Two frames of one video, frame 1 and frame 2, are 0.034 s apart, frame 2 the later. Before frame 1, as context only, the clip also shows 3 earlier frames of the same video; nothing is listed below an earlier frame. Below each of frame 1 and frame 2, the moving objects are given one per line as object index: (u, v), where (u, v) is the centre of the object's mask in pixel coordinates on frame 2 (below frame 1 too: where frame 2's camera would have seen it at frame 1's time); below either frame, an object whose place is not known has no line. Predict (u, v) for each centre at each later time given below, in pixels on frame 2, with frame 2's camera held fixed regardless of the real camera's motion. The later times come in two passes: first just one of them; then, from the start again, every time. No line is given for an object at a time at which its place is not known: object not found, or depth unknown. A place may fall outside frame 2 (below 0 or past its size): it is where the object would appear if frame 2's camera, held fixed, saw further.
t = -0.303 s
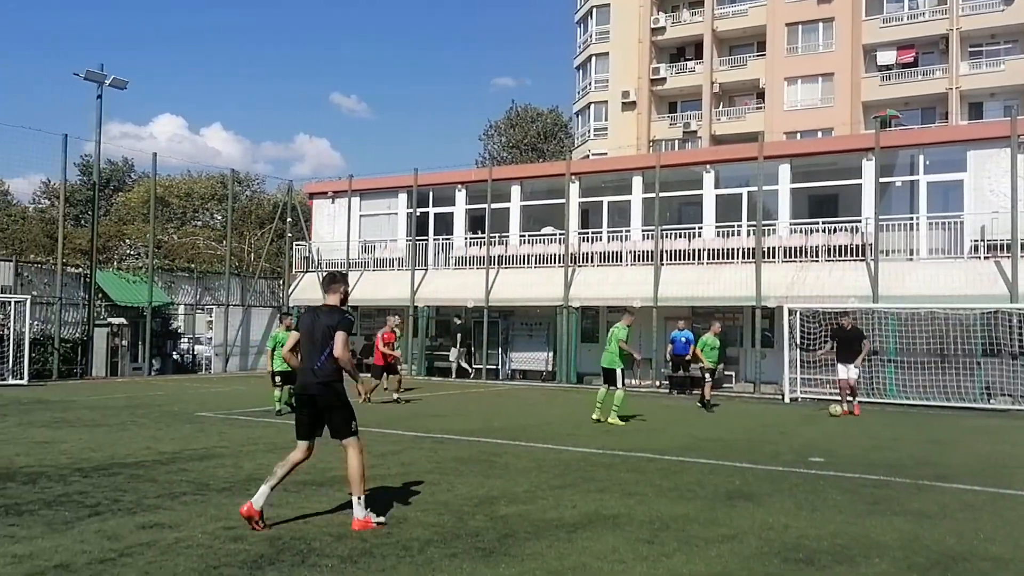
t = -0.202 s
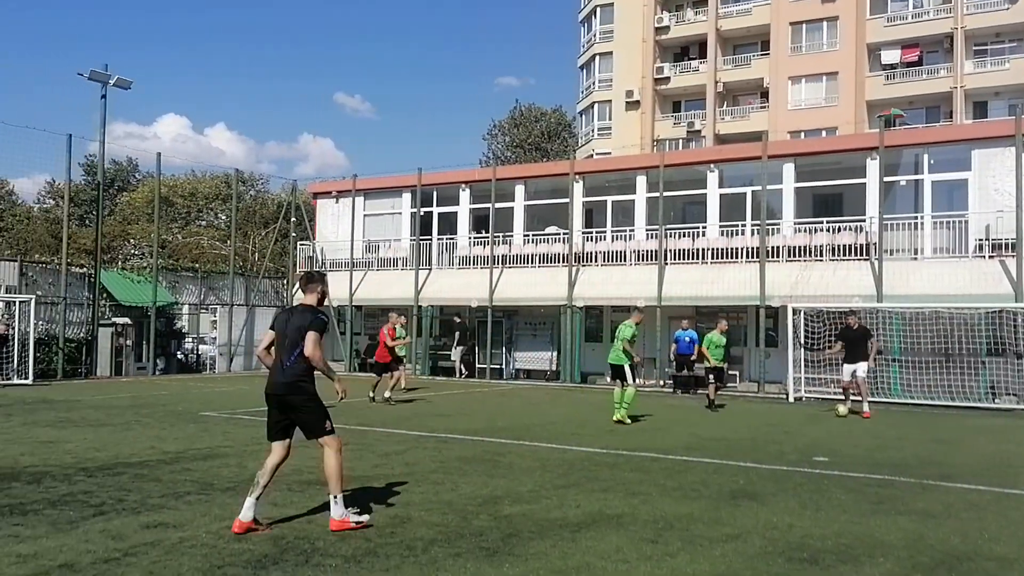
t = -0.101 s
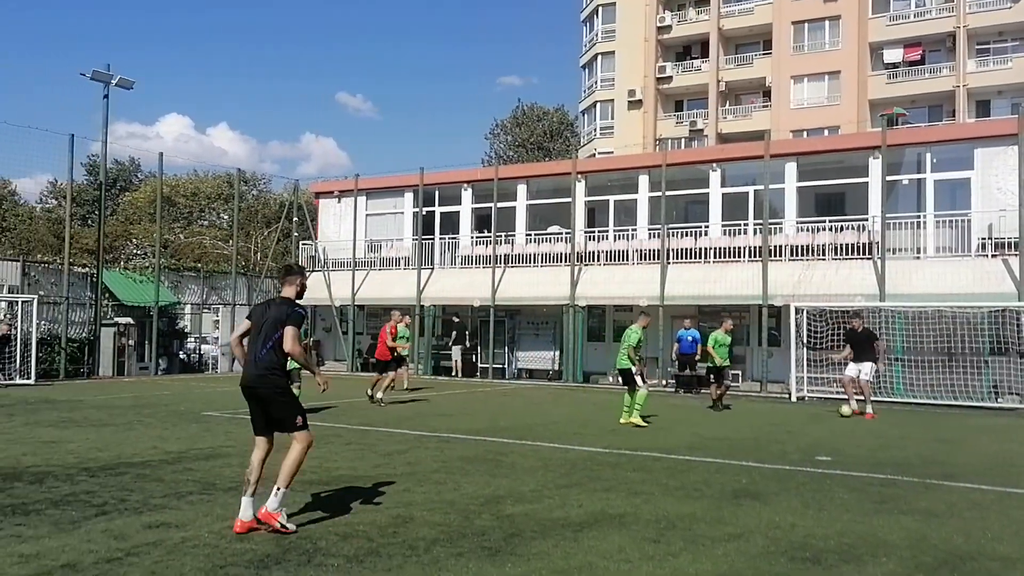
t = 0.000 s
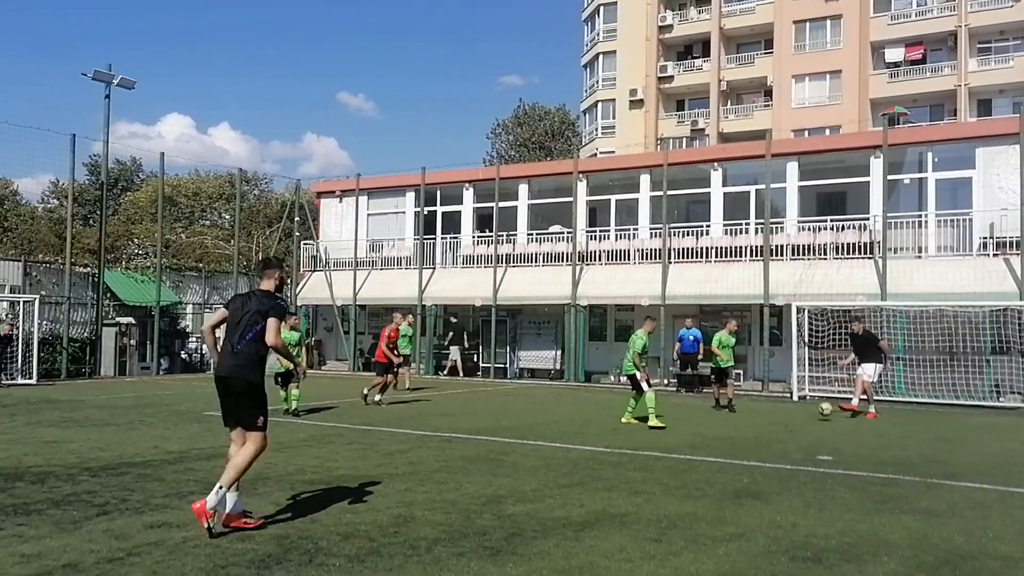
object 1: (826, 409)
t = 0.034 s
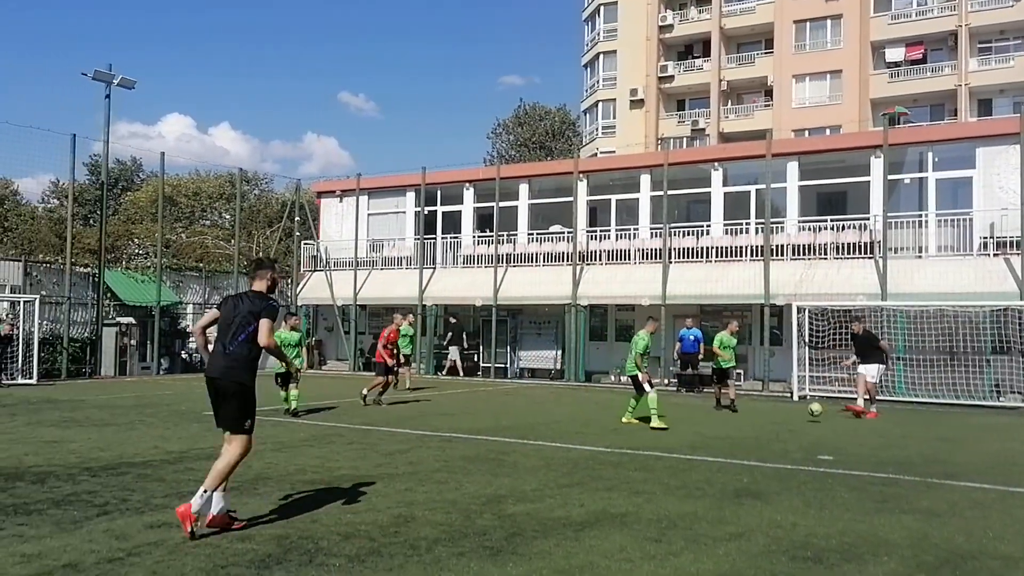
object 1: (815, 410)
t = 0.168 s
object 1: (767, 421)
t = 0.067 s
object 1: (804, 411)
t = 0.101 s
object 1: (792, 413)
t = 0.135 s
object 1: (780, 417)
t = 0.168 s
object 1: (767, 421)
